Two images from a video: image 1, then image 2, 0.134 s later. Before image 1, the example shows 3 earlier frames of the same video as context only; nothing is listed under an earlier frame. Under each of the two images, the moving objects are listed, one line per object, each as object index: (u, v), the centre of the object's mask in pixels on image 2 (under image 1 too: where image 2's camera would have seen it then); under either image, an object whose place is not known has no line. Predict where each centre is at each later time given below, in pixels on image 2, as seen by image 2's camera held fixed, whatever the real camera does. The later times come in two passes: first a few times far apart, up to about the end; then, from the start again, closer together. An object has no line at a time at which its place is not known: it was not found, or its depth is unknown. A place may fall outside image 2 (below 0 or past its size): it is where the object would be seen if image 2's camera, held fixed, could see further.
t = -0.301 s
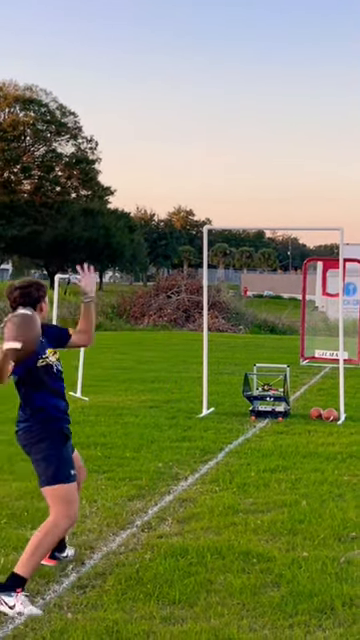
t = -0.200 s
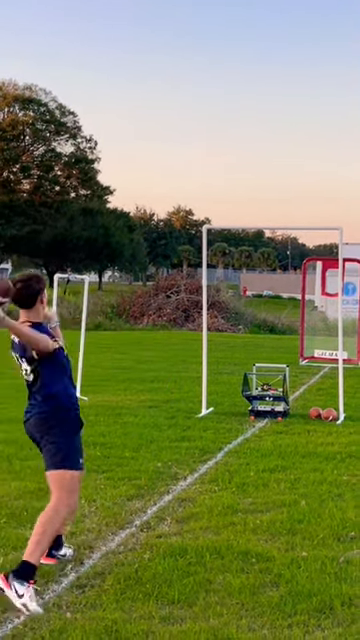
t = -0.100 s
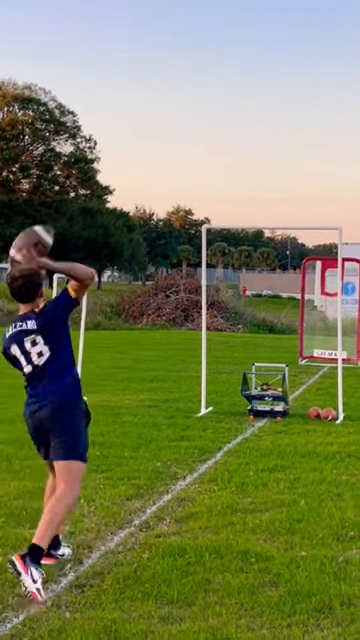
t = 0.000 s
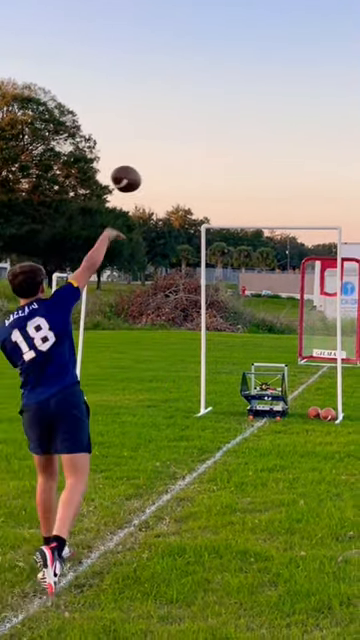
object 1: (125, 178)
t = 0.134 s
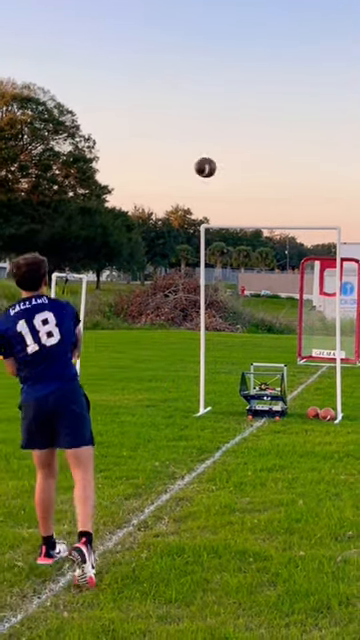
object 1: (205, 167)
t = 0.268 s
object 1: (254, 177)
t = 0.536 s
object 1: (309, 224)
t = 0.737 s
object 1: (331, 271)
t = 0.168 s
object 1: (220, 168)
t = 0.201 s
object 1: (232, 170)
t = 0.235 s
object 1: (243, 173)
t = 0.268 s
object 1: (254, 177)
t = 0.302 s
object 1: (263, 181)
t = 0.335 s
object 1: (272, 187)
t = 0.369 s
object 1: (279, 192)
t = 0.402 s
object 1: (286, 198)
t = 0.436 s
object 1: (293, 204)
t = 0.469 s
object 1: (298, 211)
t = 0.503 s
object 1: (304, 218)
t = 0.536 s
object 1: (309, 224)
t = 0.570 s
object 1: (313, 233)
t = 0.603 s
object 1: (318, 239)
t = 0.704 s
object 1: (327, 263)
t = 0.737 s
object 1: (331, 271)
